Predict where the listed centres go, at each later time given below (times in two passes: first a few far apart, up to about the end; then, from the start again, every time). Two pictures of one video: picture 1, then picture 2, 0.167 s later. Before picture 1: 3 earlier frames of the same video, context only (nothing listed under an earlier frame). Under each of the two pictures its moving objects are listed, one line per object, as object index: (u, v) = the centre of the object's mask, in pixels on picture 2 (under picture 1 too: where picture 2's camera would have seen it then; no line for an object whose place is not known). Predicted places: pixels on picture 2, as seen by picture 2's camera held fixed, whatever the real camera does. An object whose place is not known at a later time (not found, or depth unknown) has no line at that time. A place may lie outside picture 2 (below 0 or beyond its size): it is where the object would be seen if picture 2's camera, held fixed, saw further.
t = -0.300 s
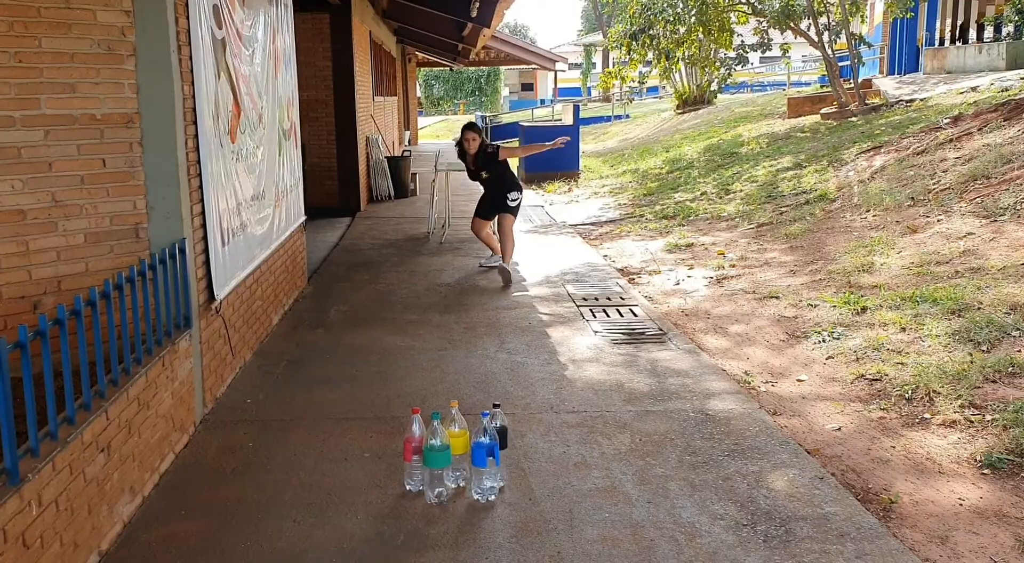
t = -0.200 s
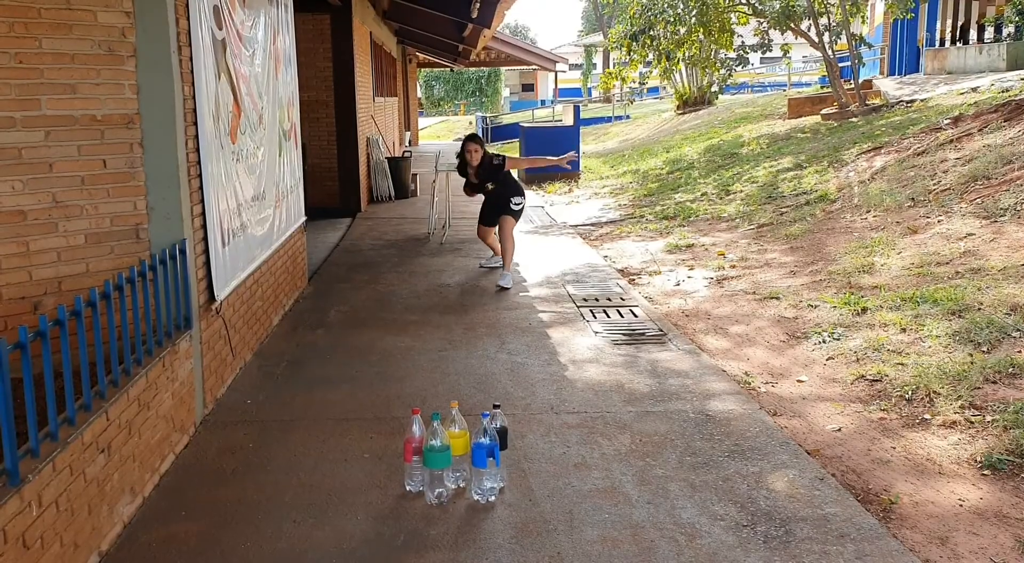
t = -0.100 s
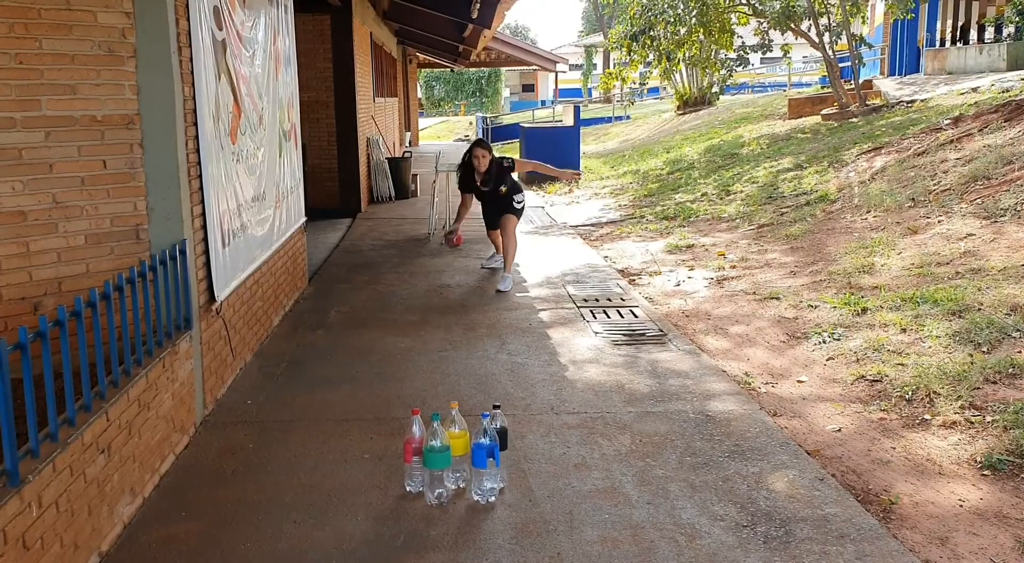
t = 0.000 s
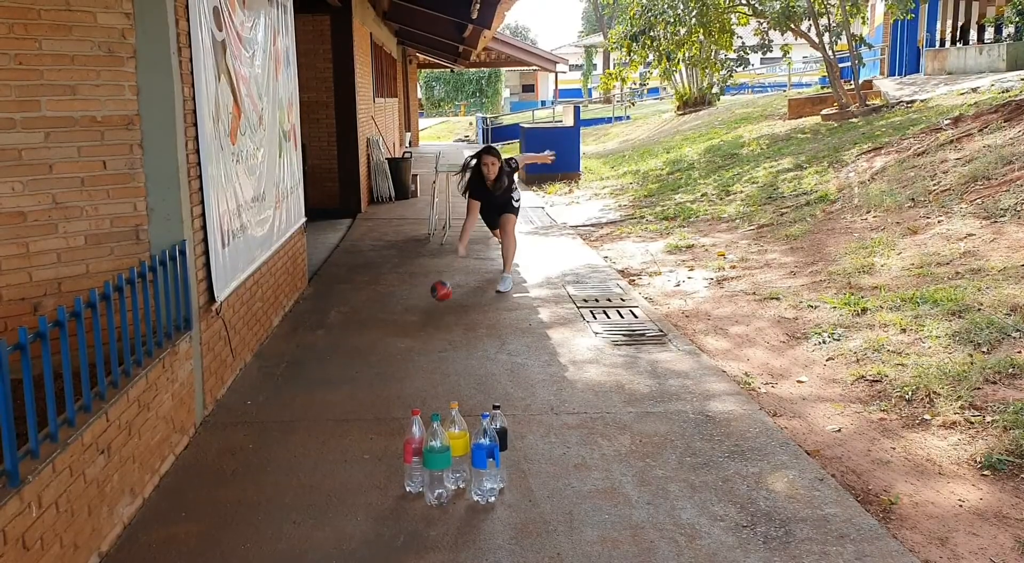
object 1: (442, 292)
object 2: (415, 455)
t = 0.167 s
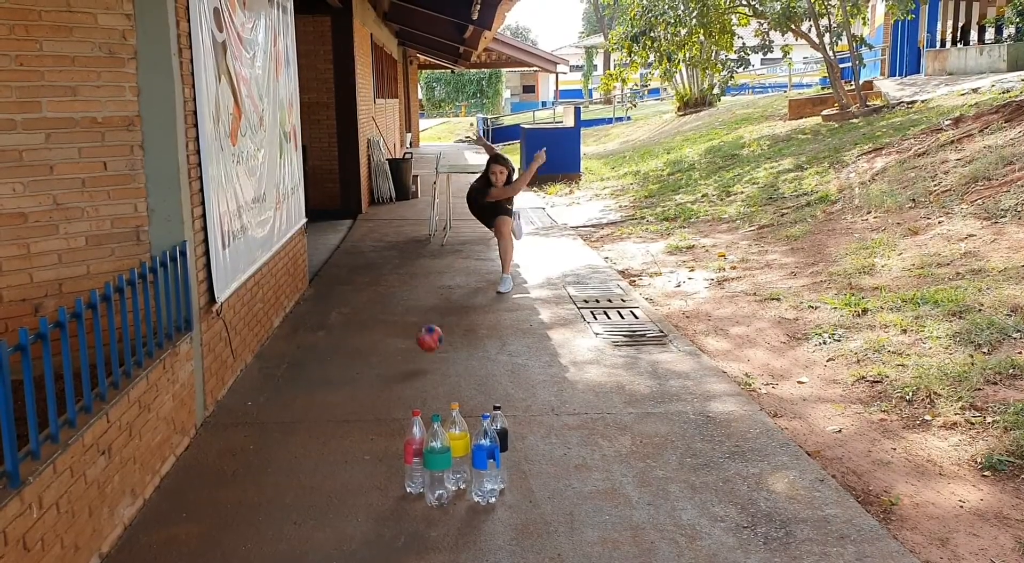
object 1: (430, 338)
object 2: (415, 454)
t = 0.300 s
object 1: (416, 406)
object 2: (414, 455)
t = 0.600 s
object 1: (288, 515)
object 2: (435, 459)
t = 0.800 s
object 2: (464, 546)
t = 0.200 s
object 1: (427, 354)
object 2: (414, 455)
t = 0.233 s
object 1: (423, 372)
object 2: (415, 455)
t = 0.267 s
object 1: (420, 395)
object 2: (414, 455)
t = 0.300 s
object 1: (416, 406)
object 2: (414, 455)
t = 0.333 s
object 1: (410, 414)
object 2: (414, 455)
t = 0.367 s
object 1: (399, 431)
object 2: (415, 455)
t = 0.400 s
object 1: (395, 448)
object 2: (415, 457)
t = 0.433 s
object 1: (387, 452)
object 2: (424, 460)
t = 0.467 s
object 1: (370, 455)
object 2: (425, 458)
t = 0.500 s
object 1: (352, 463)
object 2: (427, 455)
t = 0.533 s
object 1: (333, 476)
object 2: (429, 454)
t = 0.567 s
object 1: (312, 492)
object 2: (431, 455)
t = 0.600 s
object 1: (288, 515)
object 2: (435, 459)
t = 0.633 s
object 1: (263, 540)
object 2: (439, 466)
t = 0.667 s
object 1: (239, 555)
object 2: (445, 477)
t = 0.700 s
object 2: (448, 490)
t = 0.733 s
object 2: (452, 507)
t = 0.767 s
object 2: (456, 529)
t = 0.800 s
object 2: (464, 546)
